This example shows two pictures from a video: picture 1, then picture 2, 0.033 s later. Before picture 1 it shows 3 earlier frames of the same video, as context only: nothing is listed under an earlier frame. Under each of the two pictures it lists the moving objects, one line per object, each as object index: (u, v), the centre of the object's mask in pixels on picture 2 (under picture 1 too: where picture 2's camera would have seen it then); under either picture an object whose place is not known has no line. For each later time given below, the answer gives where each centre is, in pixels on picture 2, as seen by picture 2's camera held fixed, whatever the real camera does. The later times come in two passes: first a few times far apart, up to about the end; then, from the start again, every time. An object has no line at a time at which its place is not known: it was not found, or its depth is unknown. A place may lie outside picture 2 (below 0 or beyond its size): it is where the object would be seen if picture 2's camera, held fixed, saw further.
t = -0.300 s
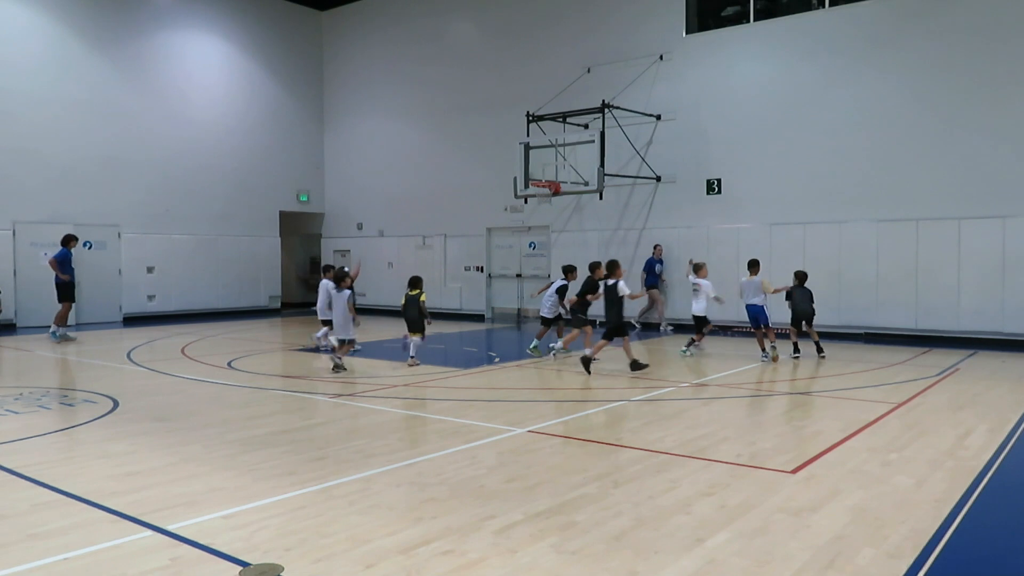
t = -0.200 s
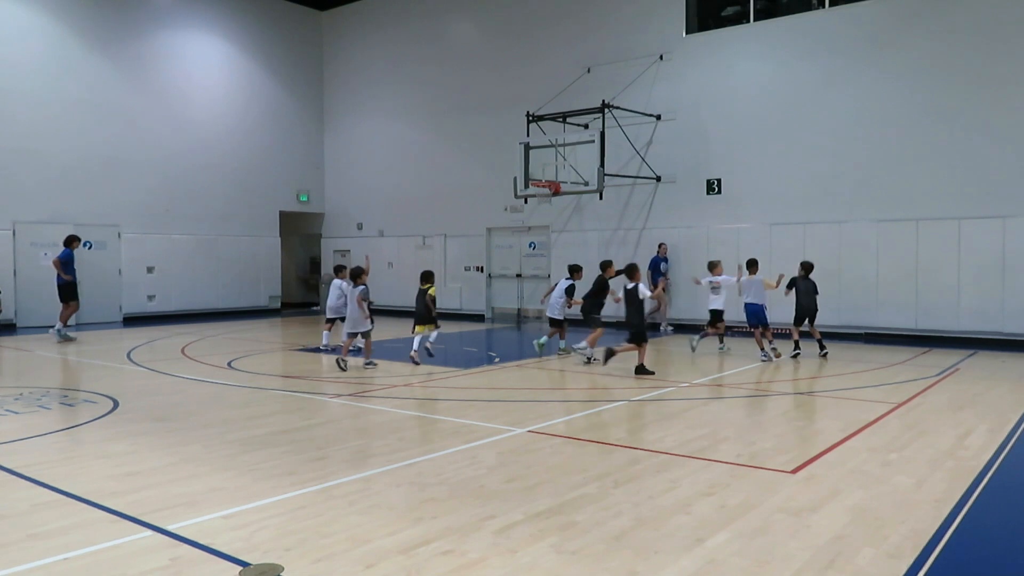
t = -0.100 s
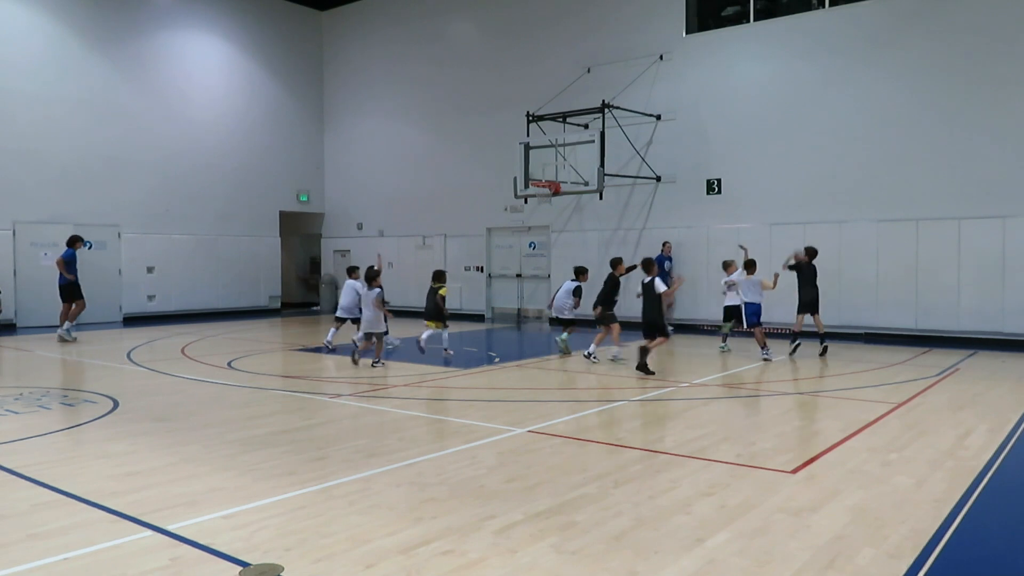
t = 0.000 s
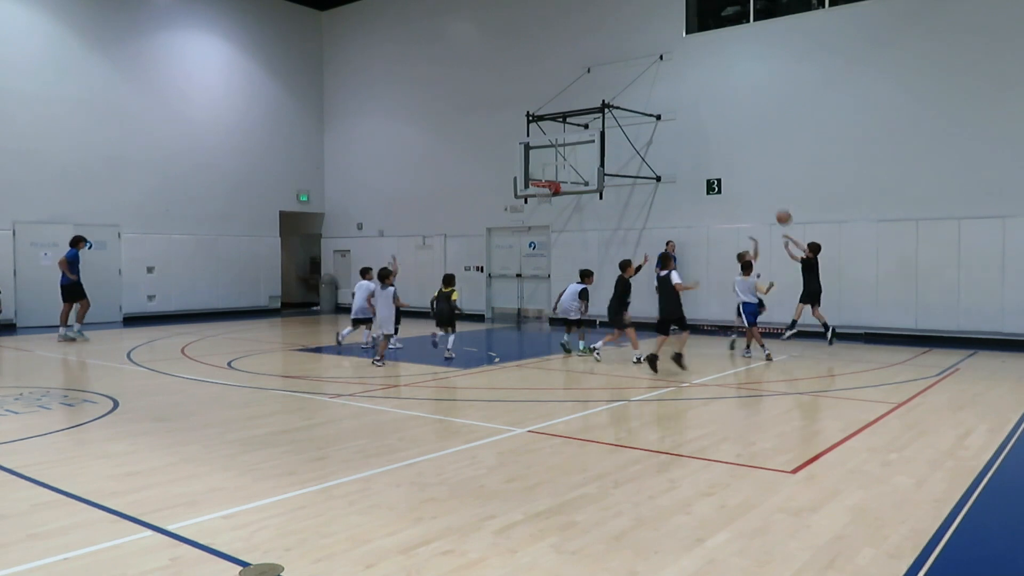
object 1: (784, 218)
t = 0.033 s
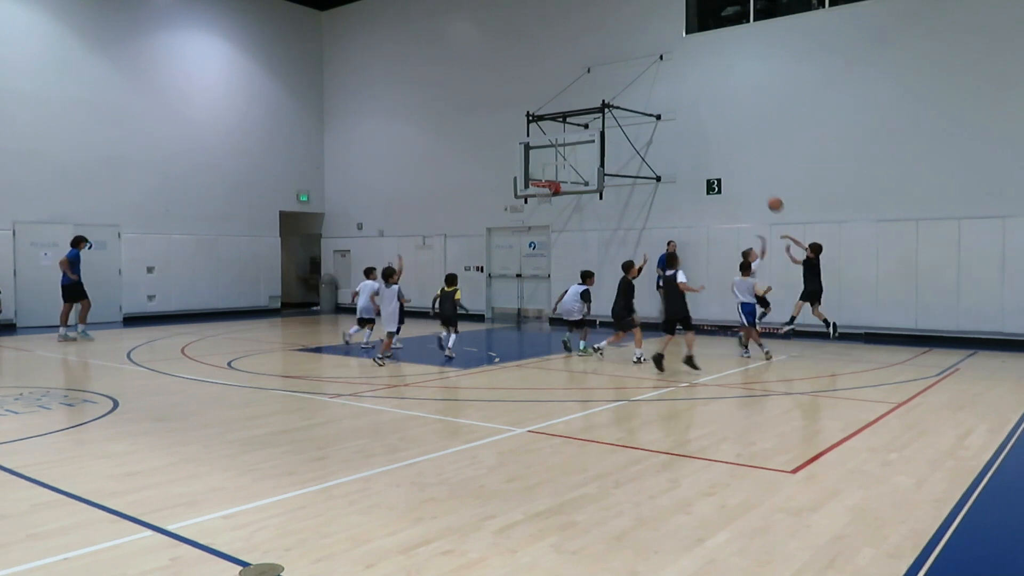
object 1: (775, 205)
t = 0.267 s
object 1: (721, 141)
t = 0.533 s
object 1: (666, 116)
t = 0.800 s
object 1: (617, 133)
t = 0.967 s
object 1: (628, 159)
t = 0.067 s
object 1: (767, 193)
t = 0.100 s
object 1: (759, 182)
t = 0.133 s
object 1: (751, 172)
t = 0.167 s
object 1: (743, 163)
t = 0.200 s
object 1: (736, 155)
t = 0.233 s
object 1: (728, 148)
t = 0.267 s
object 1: (721, 141)
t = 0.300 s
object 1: (713, 136)
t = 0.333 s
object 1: (706, 130)
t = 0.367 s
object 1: (699, 126)
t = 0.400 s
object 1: (692, 123)
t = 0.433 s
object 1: (685, 120)
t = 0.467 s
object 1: (679, 118)
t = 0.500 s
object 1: (672, 116)
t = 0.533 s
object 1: (666, 116)
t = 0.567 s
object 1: (659, 116)
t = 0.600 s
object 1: (654, 117)
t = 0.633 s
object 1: (647, 118)
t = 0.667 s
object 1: (641, 120)
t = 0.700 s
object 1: (635, 123)
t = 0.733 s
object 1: (629, 125)
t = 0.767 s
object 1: (623, 129)
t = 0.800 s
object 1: (617, 133)
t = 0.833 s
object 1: (612, 138)
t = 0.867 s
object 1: (612, 142)
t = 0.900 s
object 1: (617, 147)
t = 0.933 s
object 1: (622, 152)
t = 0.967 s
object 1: (628, 159)
